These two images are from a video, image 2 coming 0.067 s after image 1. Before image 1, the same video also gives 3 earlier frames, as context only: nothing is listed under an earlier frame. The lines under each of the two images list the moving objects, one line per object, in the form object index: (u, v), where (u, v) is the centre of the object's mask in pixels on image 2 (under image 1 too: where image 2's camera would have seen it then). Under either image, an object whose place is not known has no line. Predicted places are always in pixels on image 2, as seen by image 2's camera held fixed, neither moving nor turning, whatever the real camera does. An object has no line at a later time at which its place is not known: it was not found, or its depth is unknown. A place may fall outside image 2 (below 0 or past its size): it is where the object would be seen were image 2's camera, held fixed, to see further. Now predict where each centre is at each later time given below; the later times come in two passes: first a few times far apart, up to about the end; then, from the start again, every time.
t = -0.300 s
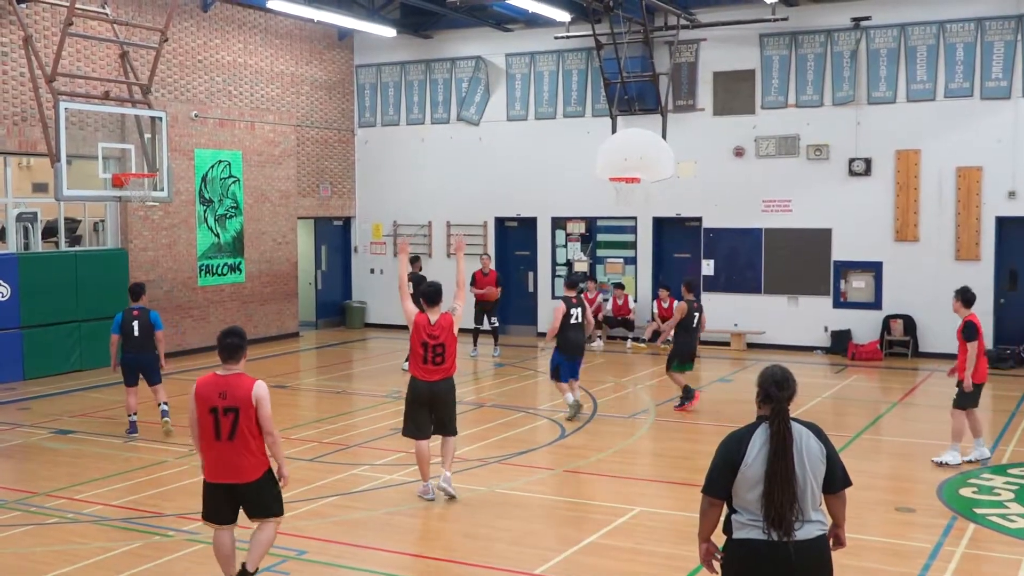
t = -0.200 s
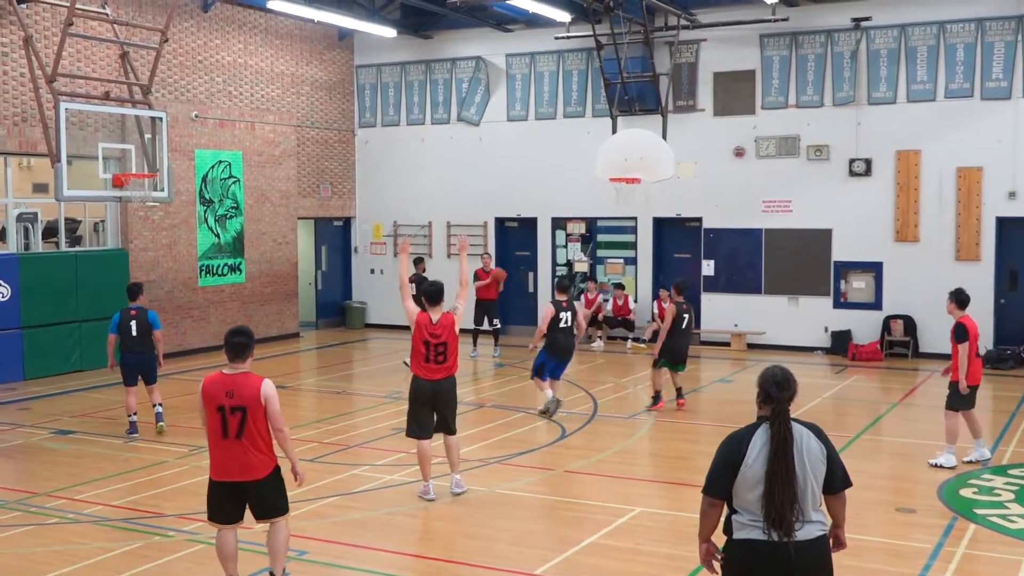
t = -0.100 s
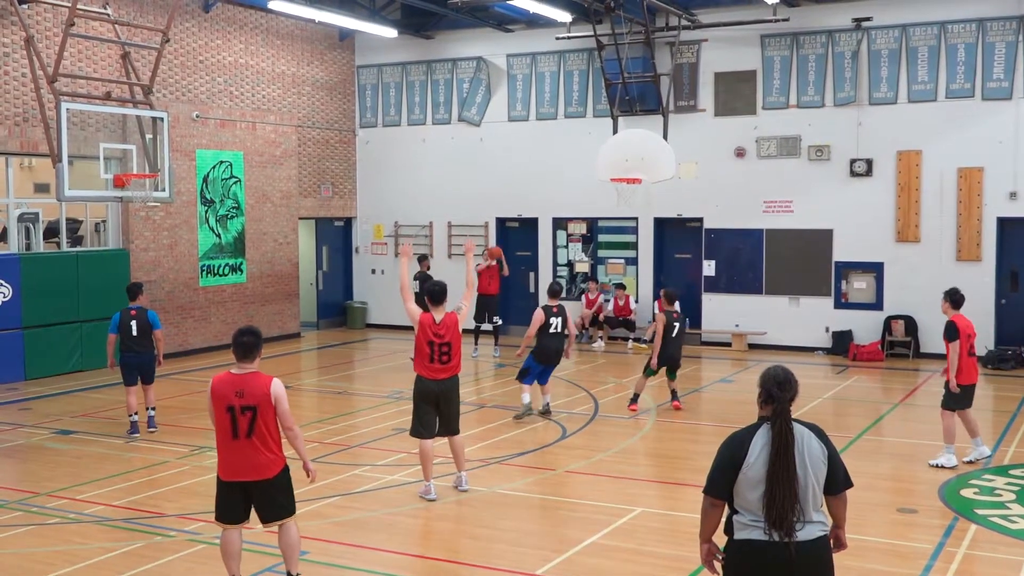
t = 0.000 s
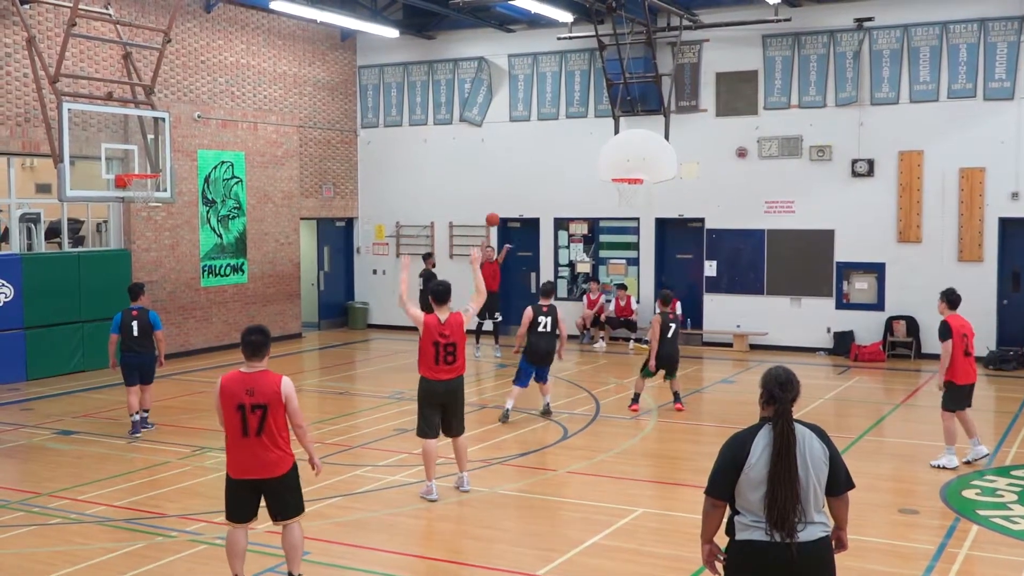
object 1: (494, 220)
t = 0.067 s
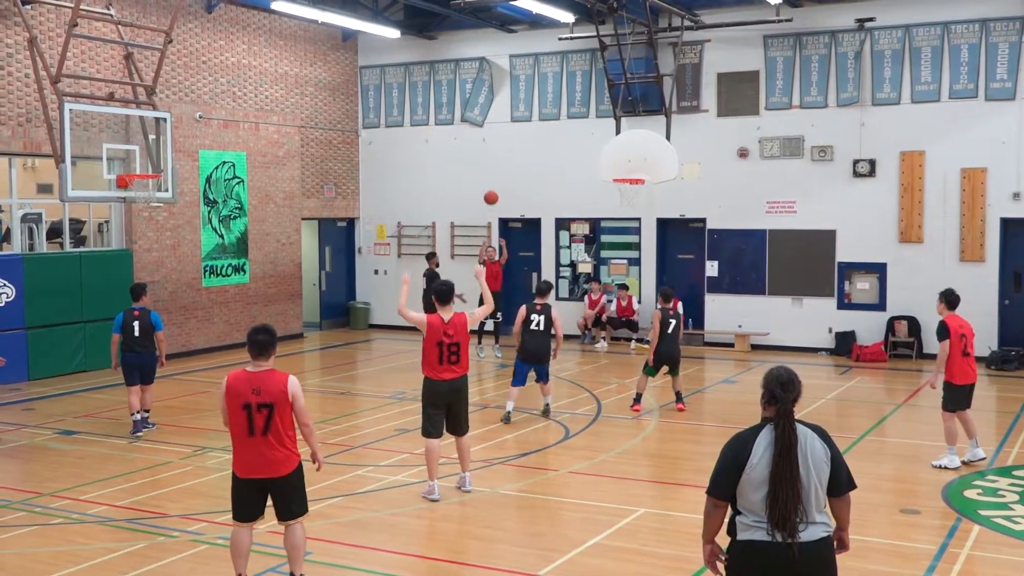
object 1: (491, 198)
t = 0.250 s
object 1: (482, 147)
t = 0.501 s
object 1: (465, 106)
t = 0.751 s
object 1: (445, 106)
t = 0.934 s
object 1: (428, 140)
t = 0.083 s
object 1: (490, 193)
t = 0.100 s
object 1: (489, 187)
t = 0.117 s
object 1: (488, 183)
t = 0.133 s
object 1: (488, 178)
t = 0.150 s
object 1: (487, 173)
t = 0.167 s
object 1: (486, 168)
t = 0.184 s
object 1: (485, 164)
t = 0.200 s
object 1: (484, 160)
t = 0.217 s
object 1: (483, 155)
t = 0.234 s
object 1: (482, 152)
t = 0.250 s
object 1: (482, 147)
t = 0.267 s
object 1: (481, 144)
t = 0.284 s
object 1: (480, 140)
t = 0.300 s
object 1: (478, 137)
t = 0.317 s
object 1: (478, 133)
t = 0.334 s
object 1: (476, 131)
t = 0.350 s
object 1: (475, 127)
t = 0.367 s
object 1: (475, 125)
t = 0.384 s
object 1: (474, 122)
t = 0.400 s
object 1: (472, 119)
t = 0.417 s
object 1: (471, 116)
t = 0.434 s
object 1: (470, 114)
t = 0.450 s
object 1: (469, 113)
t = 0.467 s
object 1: (467, 110)
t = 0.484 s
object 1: (466, 108)
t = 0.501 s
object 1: (465, 106)
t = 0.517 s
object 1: (464, 105)
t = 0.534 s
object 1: (463, 105)
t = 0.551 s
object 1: (461, 103)
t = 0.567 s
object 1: (460, 102)
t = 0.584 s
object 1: (459, 102)
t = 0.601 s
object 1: (459, 102)
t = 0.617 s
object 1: (458, 101)
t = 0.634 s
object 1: (457, 101)
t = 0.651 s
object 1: (454, 101)
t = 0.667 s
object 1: (453, 101)
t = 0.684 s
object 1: (450, 102)
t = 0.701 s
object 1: (449, 104)
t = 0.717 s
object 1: (448, 104)
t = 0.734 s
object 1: (446, 105)
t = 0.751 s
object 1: (445, 106)
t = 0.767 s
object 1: (444, 108)
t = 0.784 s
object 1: (442, 110)
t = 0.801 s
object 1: (441, 111)
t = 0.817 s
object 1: (439, 114)
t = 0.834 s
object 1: (437, 117)
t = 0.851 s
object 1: (436, 120)
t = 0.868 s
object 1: (434, 124)
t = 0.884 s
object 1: (432, 127)
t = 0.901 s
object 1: (431, 131)
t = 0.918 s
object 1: (429, 135)
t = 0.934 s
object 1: (428, 140)
